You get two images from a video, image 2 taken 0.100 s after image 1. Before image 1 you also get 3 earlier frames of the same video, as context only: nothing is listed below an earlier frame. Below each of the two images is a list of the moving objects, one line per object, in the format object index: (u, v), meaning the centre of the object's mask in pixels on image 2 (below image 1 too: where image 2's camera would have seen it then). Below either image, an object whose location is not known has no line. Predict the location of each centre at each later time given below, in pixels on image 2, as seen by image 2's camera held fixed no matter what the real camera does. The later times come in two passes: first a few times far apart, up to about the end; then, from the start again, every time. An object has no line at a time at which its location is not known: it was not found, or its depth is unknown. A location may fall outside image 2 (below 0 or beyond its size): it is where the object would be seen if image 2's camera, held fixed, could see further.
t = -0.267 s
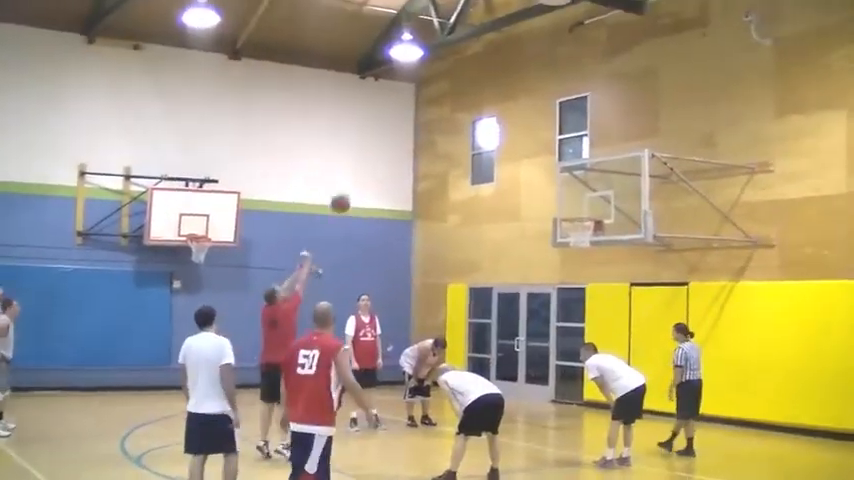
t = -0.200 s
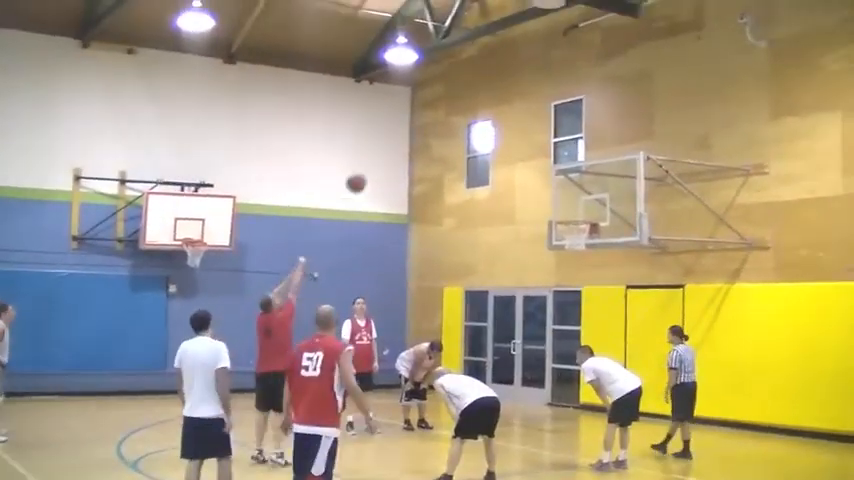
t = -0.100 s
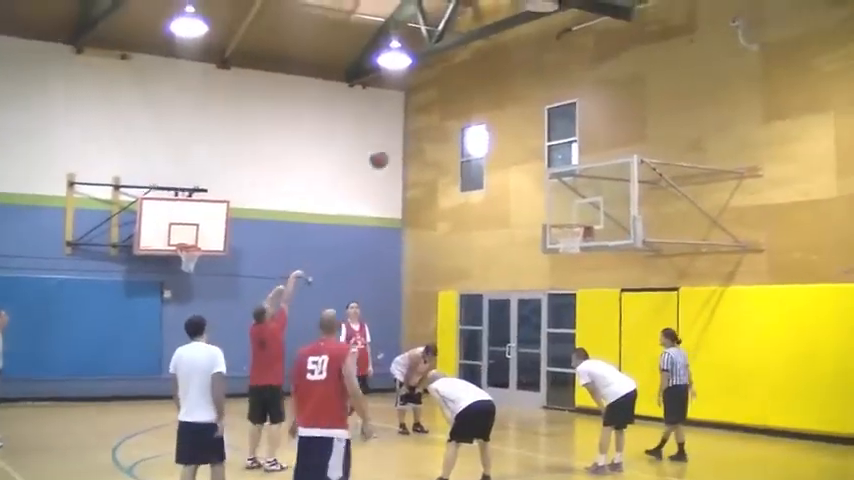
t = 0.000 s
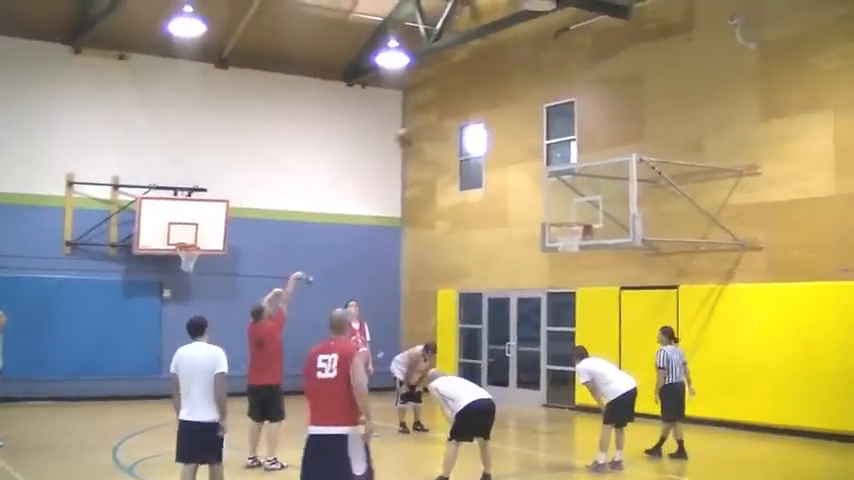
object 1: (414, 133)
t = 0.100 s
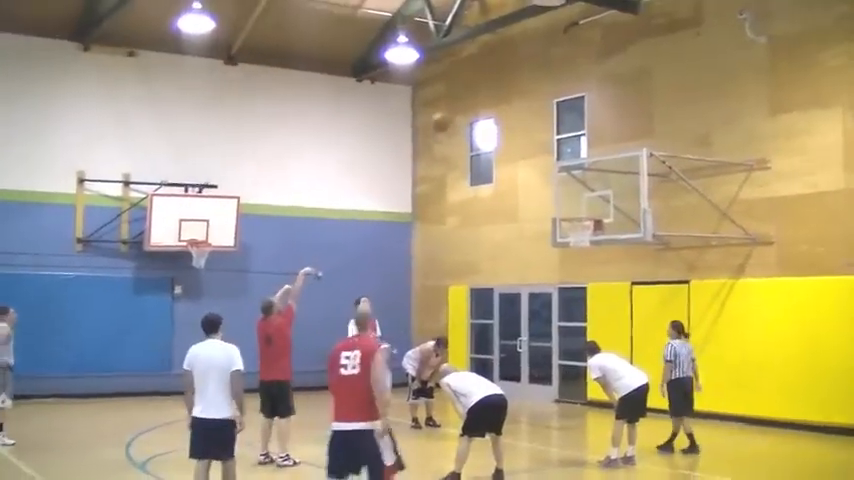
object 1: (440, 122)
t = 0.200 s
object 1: (466, 118)
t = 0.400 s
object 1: (517, 132)
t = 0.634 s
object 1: (567, 183)
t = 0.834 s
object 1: (557, 206)
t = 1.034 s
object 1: (492, 208)
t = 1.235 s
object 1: (429, 236)
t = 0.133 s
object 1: (448, 120)
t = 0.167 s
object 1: (459, 119)
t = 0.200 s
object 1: (466, 118)
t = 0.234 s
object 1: (476, 117)
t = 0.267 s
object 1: (483, 120)
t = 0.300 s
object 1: (494, 120)
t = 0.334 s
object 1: (503, 125)
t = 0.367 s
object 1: (510, 128)
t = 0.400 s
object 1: (517, 132)
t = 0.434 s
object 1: (525, 137)
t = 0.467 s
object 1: (532, 142)
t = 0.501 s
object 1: (539, 149)
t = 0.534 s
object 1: (545, 156)
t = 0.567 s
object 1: (551, 164)
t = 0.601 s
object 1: (561, 175)
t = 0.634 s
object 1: (567, 183)
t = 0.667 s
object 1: (574, 195)
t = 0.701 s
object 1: (581, 204)
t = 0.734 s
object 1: (587, 213)
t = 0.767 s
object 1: (579, 212)
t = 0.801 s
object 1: (568, 208)
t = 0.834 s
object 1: (557, 206)
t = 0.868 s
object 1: (546, 204)
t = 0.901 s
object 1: (537, 203)
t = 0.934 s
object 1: (525, 203)
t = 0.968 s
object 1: (514, 203)
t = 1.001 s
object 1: (503, 205)
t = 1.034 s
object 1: (492, 208)
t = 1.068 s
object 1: (481, 211)
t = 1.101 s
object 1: (471, 215)
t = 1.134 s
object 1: (460, 220)
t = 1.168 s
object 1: (450, 225)
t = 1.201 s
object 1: (440, 230)
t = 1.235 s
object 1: (429, 236)
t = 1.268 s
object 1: (419, 244)
